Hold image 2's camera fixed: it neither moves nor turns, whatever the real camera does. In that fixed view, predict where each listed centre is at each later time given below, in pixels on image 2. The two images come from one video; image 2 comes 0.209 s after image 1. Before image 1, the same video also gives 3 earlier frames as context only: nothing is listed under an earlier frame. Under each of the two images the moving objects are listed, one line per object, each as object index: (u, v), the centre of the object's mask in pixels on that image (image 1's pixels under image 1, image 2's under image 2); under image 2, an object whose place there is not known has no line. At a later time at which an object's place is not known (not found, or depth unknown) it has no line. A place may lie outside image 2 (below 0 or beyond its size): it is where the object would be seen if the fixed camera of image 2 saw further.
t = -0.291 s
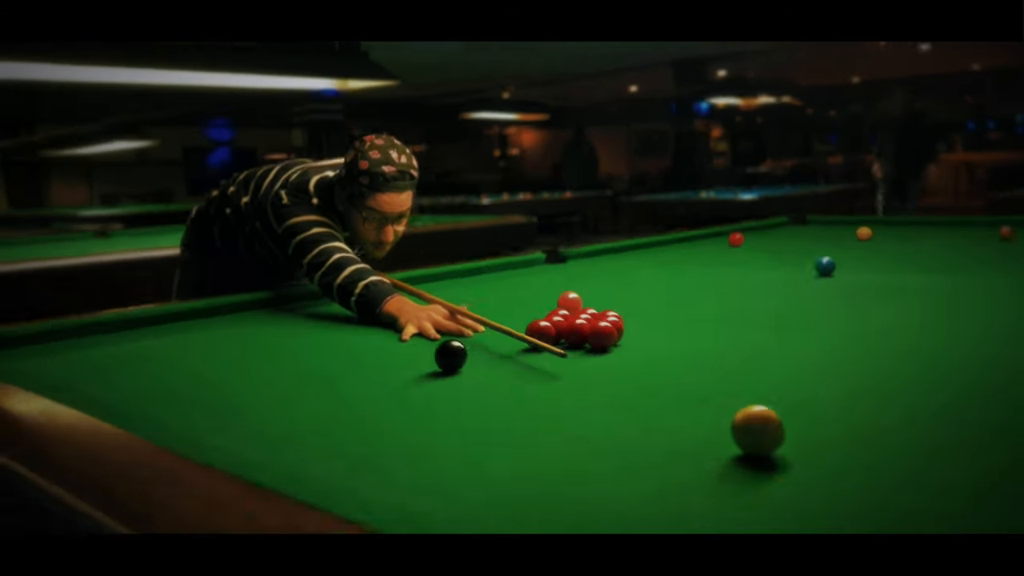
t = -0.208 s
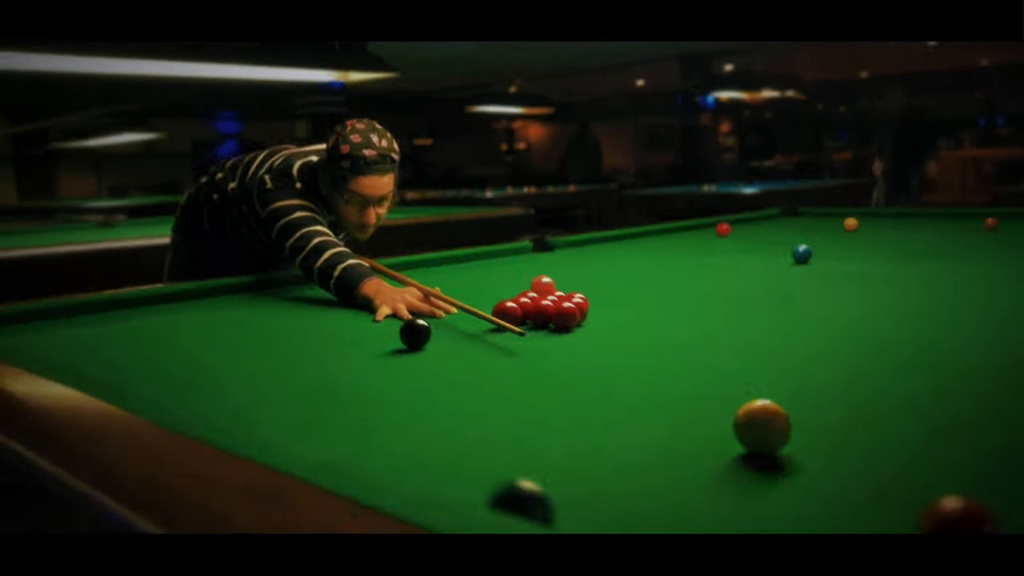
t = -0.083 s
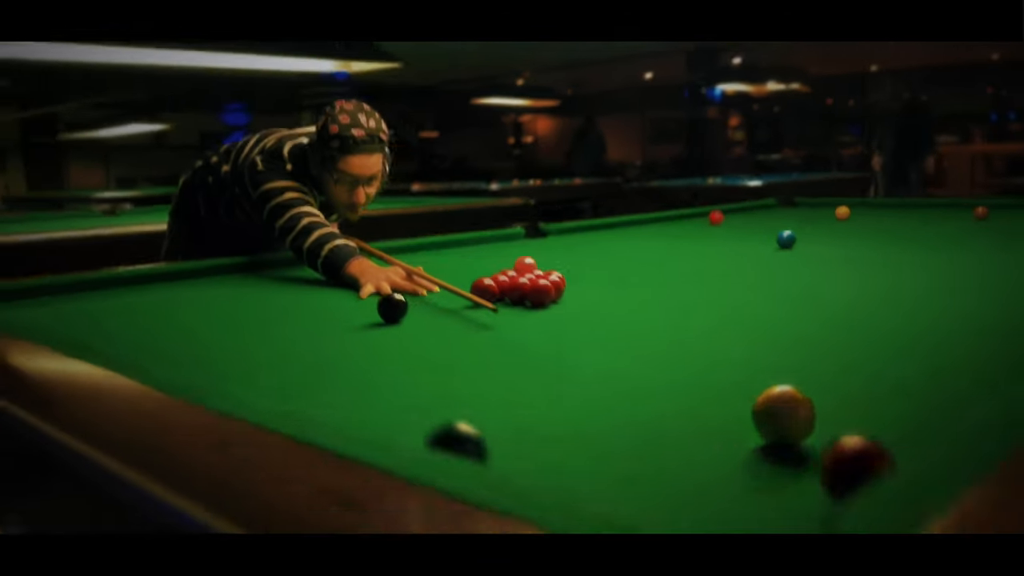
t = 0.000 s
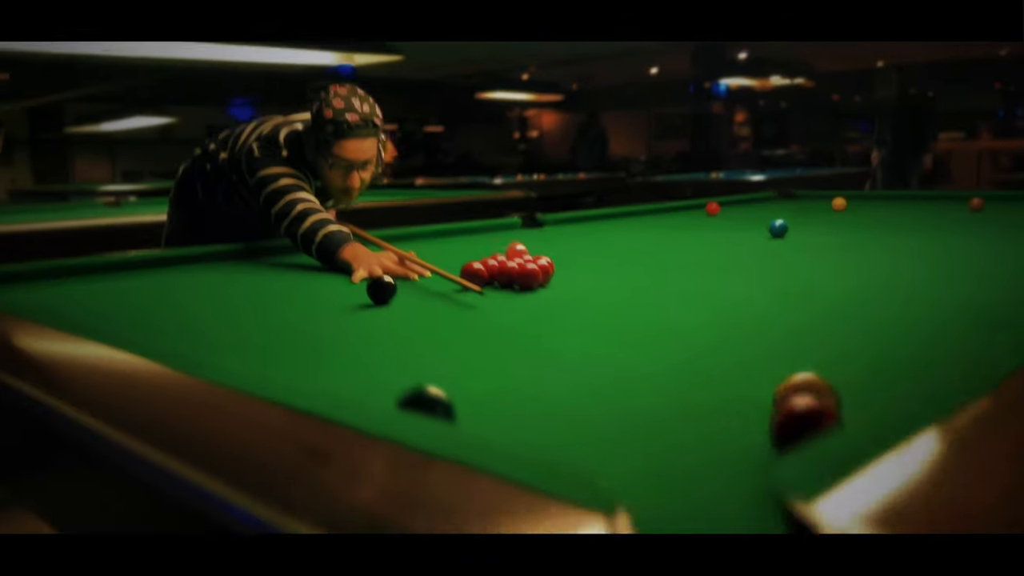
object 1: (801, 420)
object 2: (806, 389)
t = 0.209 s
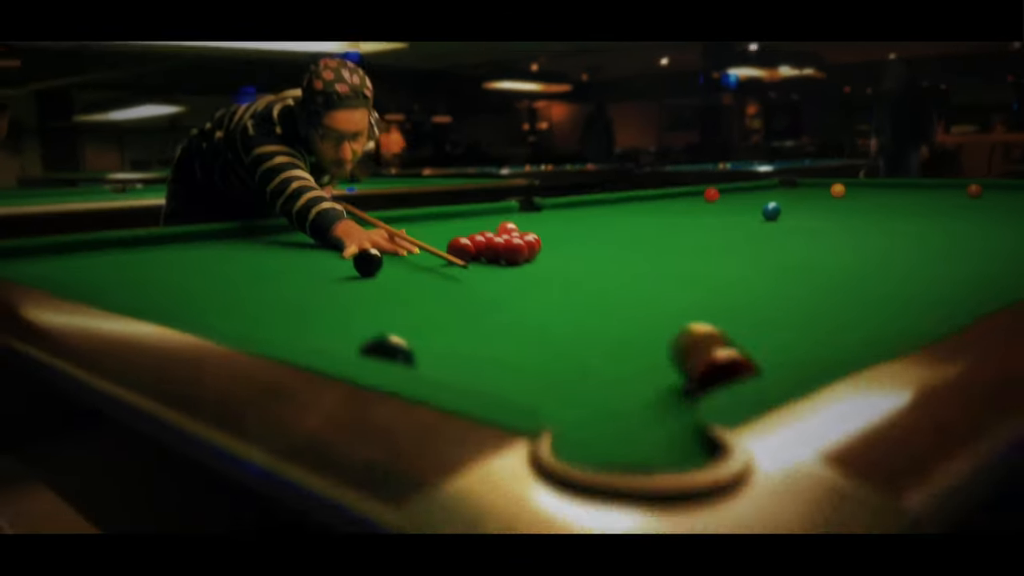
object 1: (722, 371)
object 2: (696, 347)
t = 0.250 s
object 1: (715, 369)
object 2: (679, 348)
